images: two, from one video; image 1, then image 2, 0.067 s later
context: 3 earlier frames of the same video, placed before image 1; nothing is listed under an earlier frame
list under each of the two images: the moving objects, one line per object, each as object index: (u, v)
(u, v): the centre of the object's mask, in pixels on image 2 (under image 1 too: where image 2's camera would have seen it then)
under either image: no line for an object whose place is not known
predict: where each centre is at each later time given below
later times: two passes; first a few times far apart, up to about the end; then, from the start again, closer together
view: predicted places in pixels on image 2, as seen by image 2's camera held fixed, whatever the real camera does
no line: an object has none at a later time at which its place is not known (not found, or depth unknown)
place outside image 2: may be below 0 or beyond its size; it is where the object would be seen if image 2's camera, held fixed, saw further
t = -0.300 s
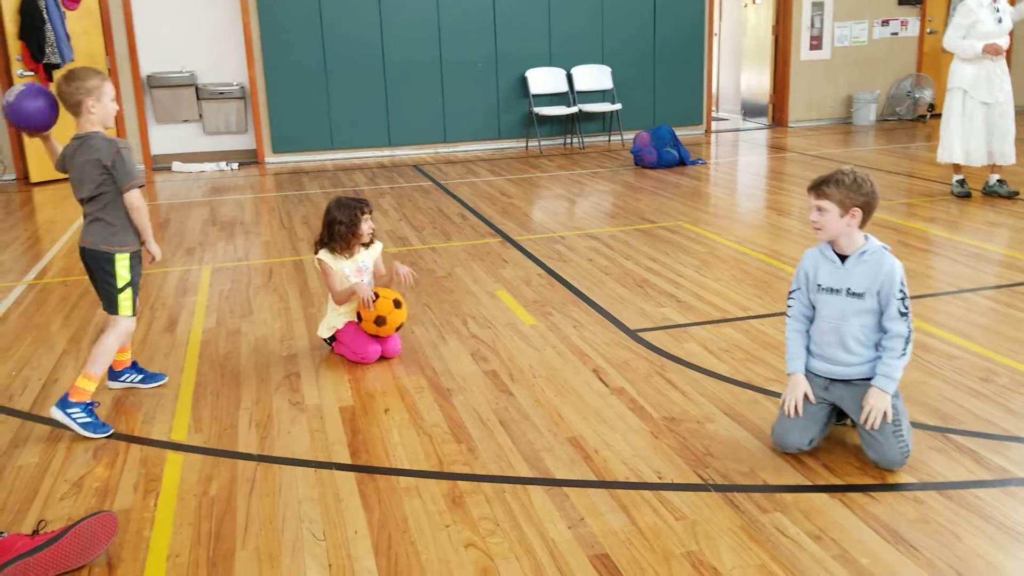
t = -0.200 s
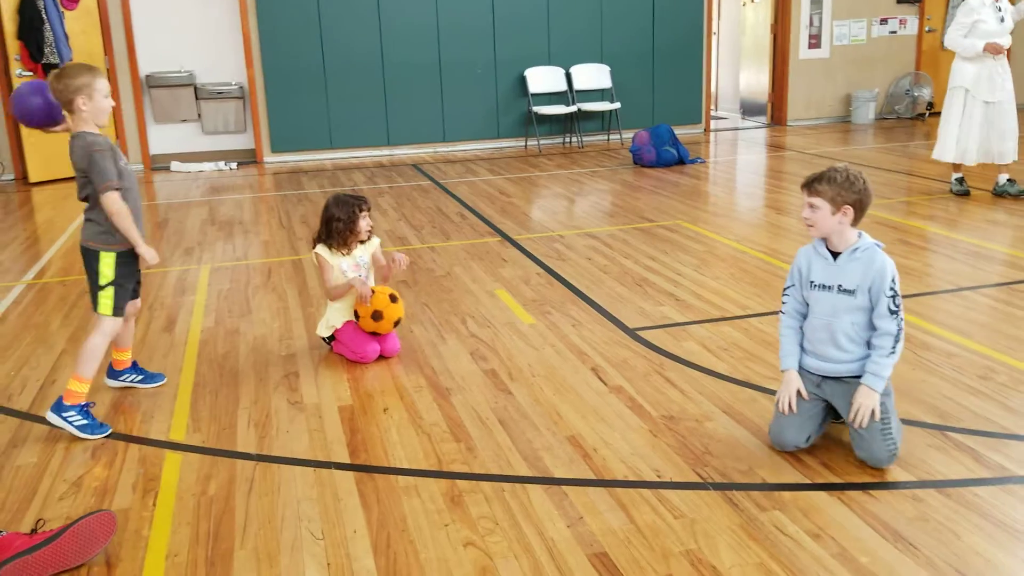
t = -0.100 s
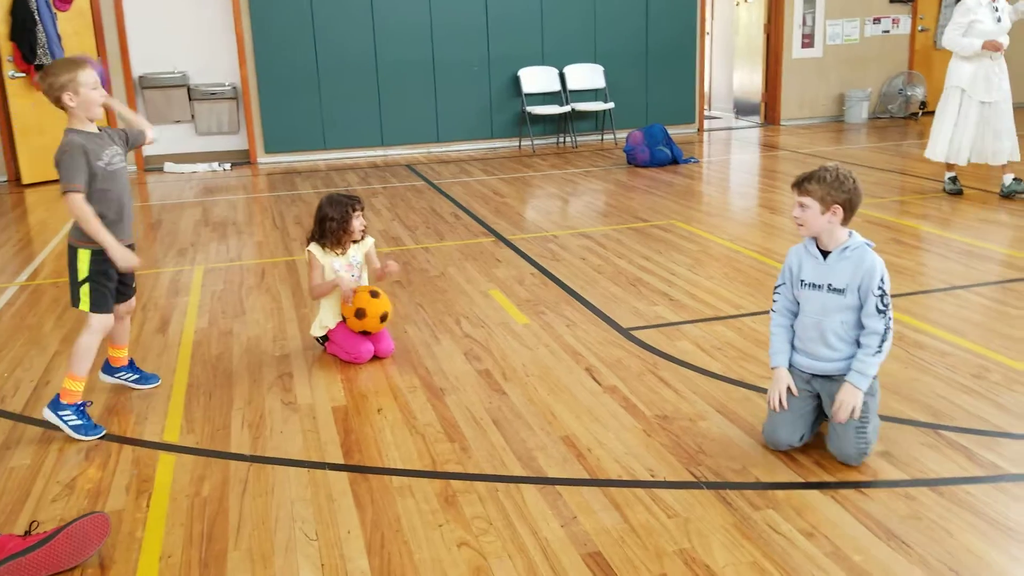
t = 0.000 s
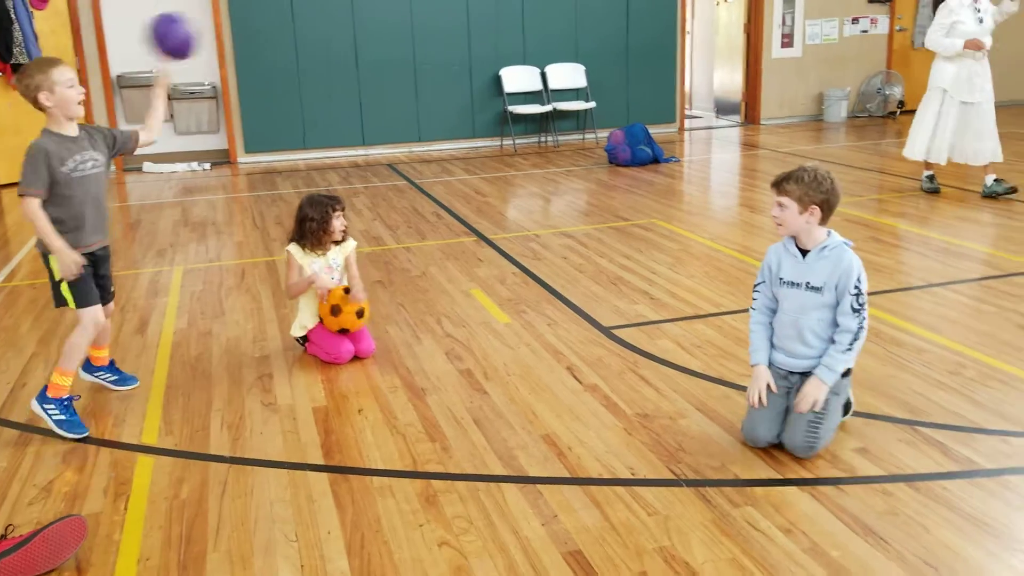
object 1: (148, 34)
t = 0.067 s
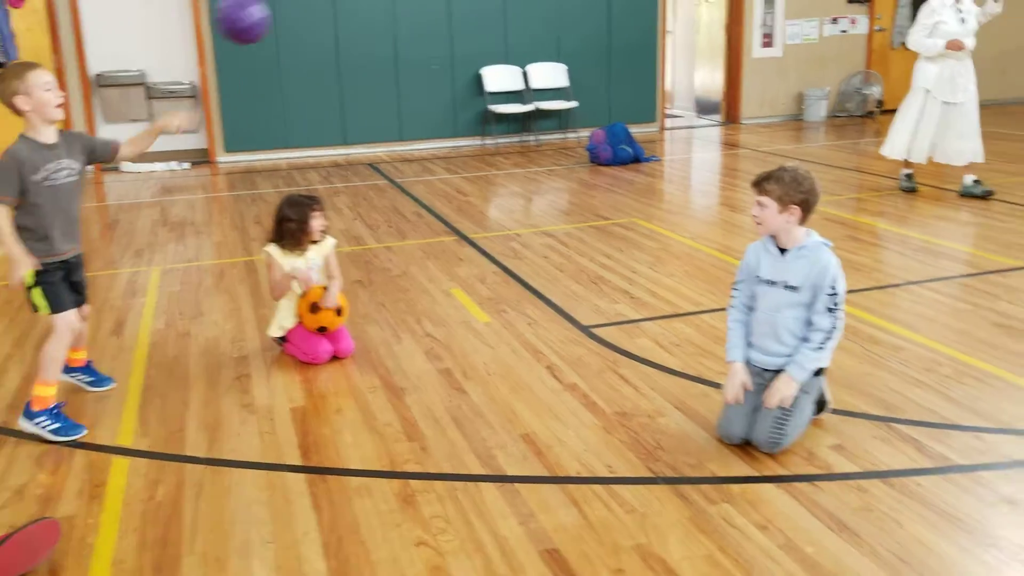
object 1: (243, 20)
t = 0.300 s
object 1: (548, 61)
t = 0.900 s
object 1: (1069, 207)
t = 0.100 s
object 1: (289, 20)
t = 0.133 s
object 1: (334, 20)
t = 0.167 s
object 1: (379, 23)
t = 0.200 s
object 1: (423, 28)
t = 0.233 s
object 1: (465, 35)
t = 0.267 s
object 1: (508, 47)
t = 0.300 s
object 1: (548, 61)
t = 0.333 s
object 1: (591, 79)
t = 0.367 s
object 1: (632, 99)
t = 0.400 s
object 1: (671, 121)
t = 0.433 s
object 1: (715, 144)
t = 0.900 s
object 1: (1069, 207)
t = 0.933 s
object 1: (1086, 204)
